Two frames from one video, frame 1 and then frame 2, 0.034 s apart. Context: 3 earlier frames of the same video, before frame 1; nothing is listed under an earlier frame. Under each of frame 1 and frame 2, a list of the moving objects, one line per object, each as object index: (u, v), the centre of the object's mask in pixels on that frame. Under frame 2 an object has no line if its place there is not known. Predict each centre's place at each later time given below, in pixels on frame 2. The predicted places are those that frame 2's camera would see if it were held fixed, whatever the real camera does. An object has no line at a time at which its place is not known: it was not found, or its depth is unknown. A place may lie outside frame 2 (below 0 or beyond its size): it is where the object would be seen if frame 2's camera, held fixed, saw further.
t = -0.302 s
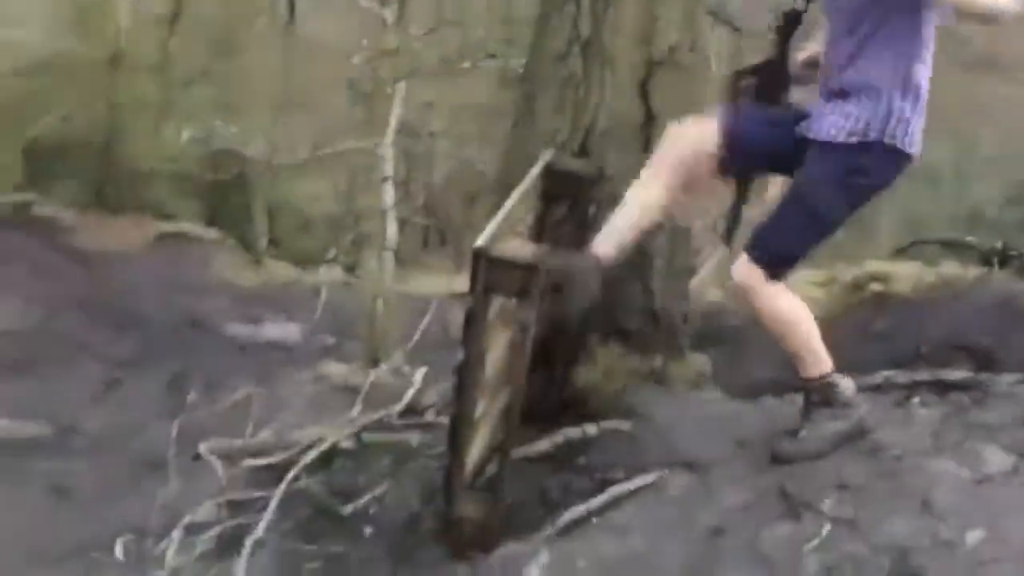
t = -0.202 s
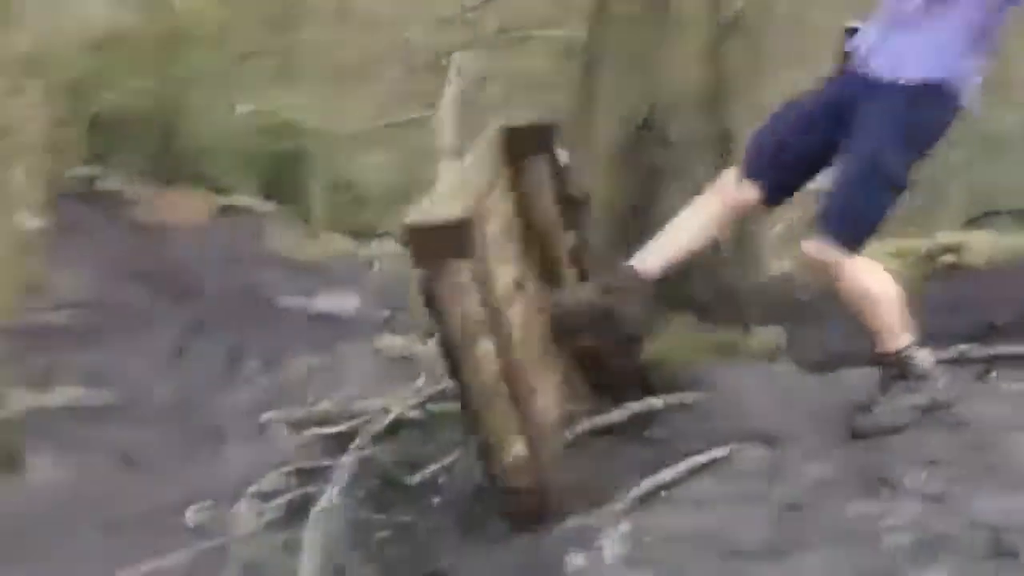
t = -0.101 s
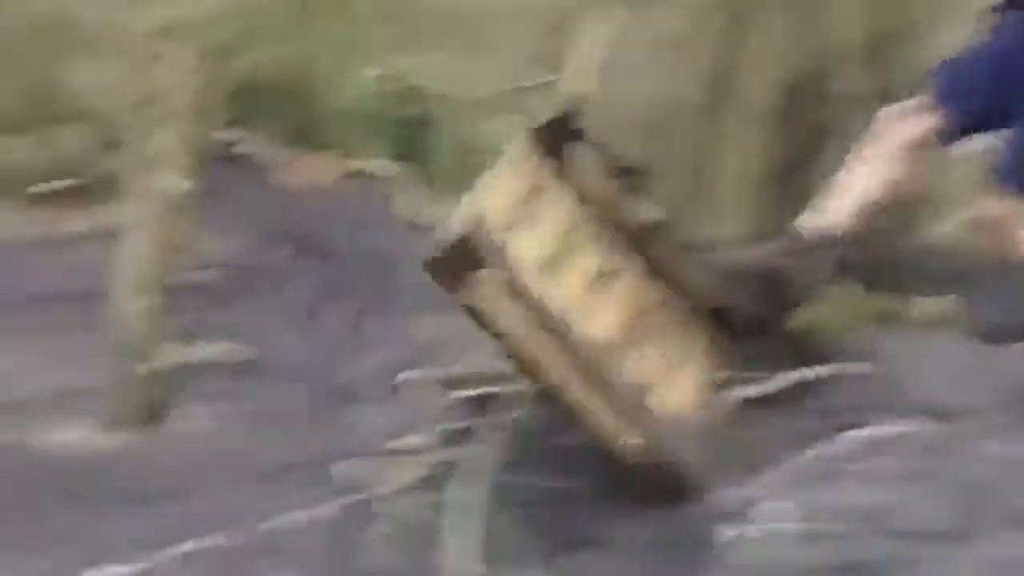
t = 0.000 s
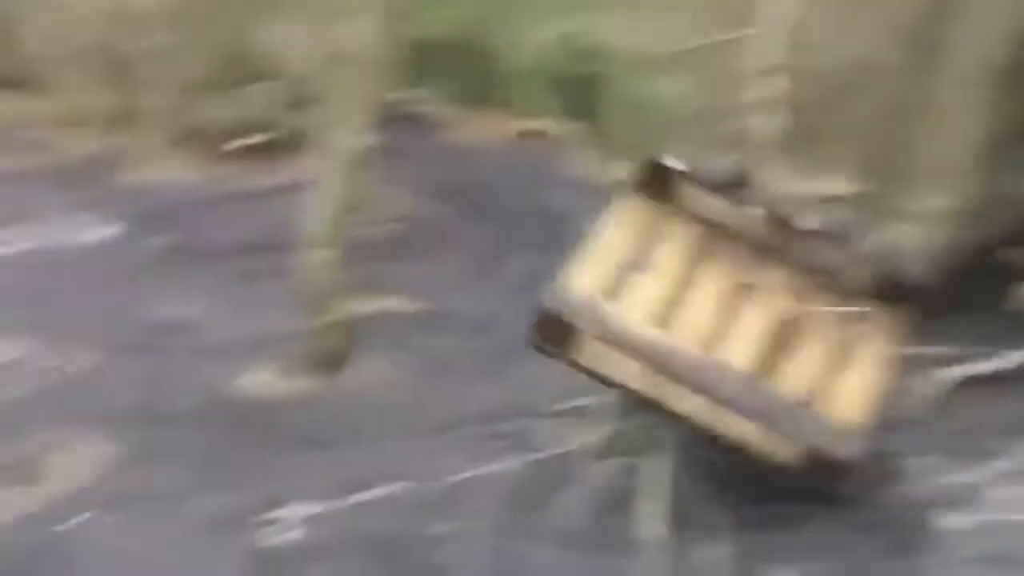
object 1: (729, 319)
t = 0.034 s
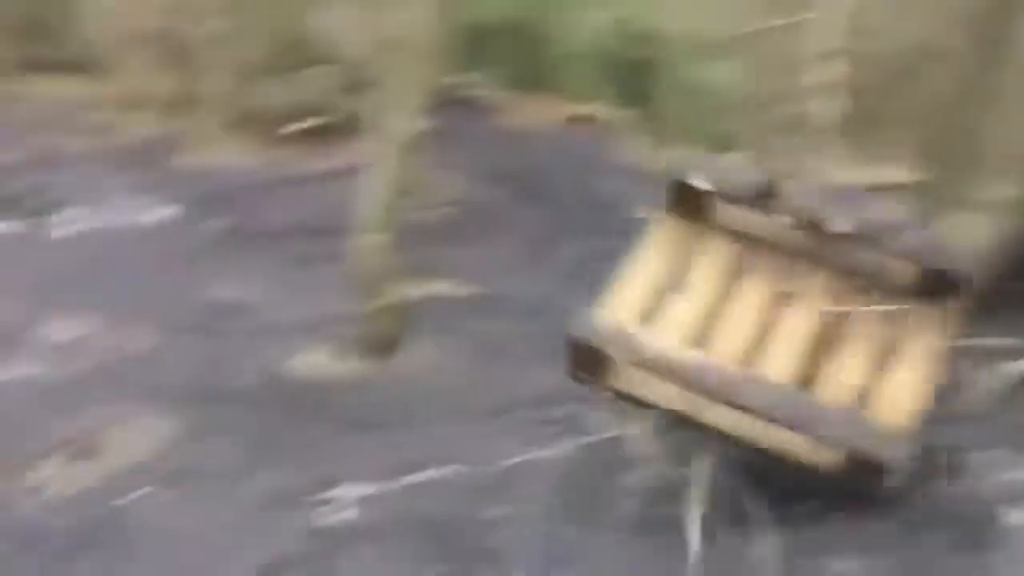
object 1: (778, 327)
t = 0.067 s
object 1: (773, 354)
